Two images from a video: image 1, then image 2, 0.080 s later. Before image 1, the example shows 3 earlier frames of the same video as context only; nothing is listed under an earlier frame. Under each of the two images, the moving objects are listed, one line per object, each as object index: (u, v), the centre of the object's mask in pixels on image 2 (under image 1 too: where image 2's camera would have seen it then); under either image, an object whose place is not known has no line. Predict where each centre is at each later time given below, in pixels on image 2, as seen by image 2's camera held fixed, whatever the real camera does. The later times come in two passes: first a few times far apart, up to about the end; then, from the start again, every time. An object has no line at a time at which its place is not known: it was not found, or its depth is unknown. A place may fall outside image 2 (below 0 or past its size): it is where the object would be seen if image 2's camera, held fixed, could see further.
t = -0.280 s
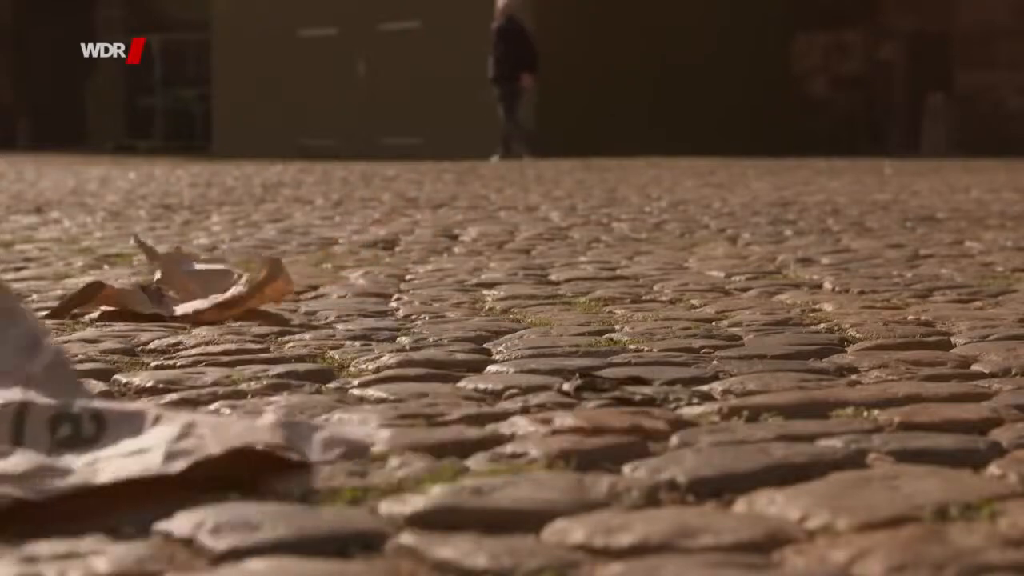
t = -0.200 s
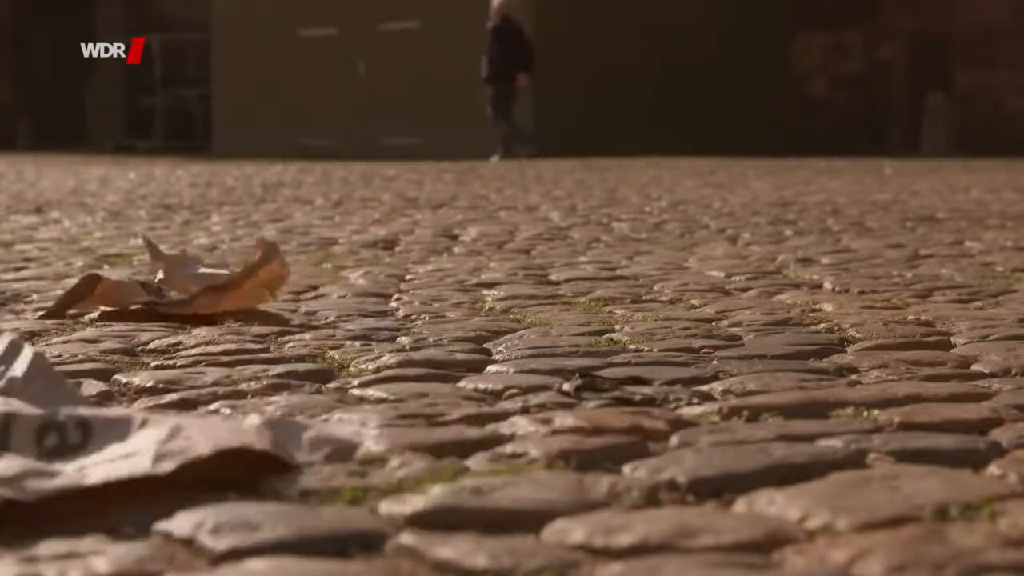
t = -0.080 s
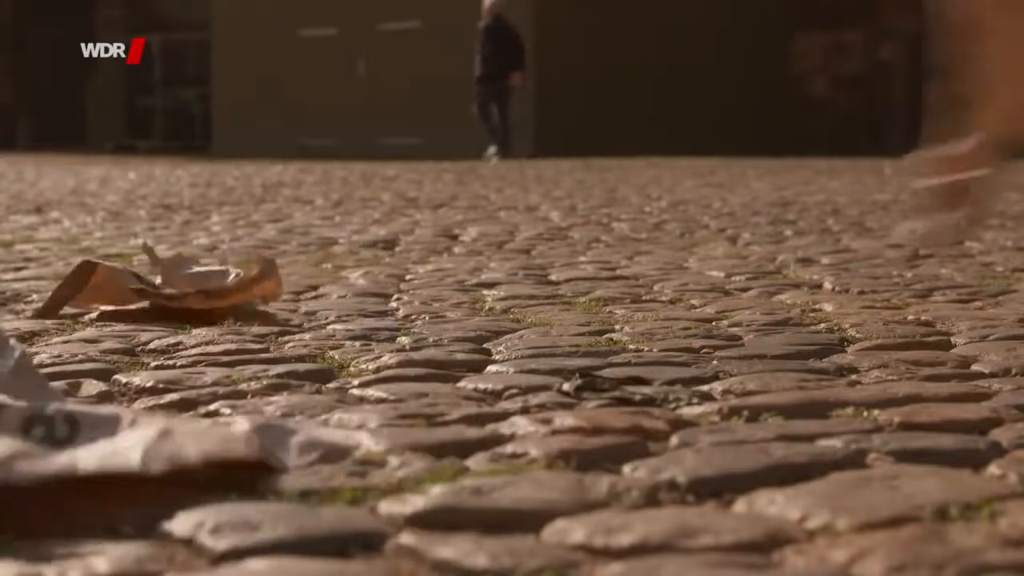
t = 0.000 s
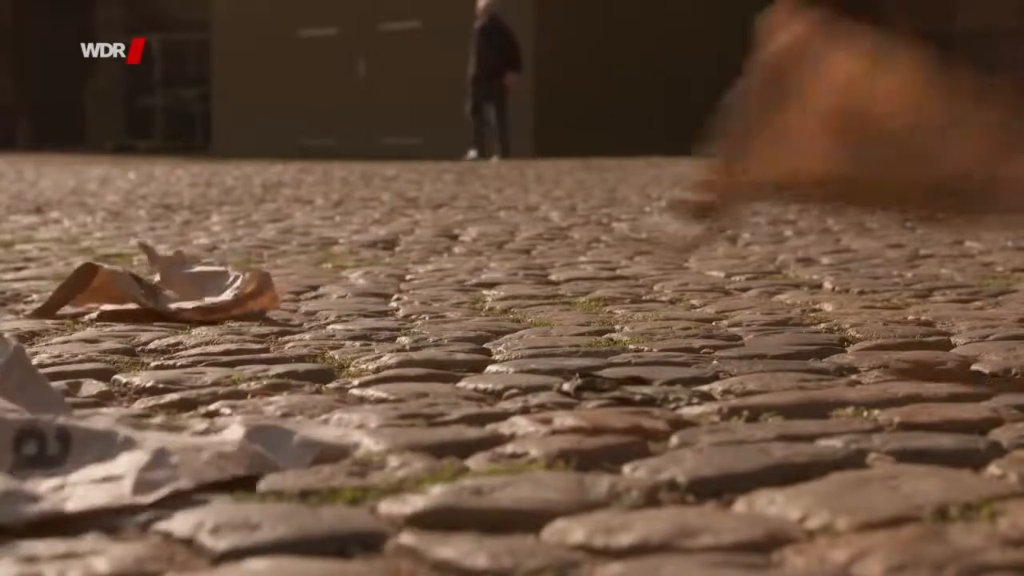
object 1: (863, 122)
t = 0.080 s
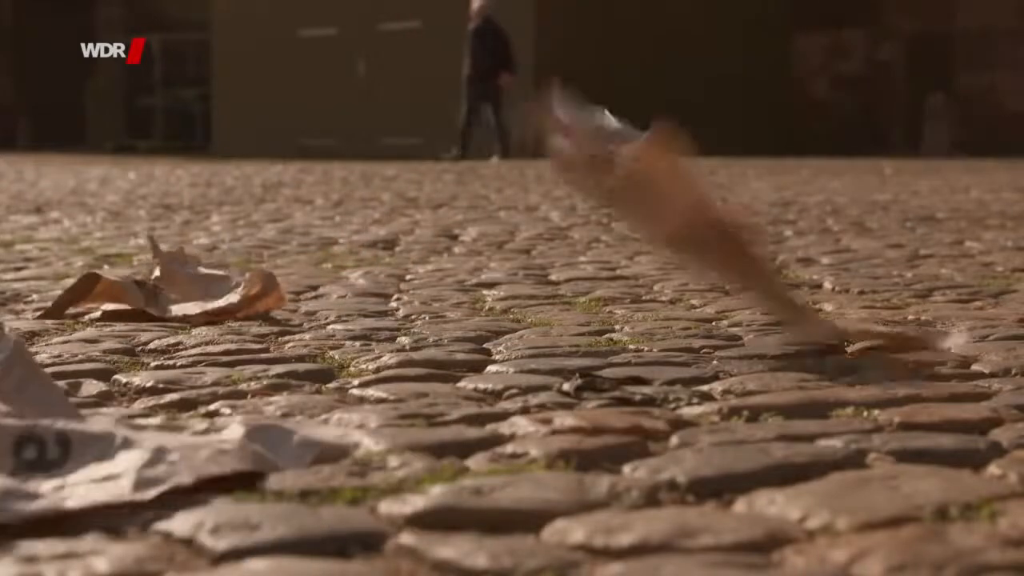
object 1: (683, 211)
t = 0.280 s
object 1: (545, 264)
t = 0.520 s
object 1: (399, 264)
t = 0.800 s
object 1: (351, 242)
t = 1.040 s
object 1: (293, 251)
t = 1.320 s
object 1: (265, 271)
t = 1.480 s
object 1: (266, 272)
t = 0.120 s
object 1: (634, 222)
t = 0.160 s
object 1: (573, 224)
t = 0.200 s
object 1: (560, 245)
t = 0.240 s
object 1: (554, 266)
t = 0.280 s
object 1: (545, 264)
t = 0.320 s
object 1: (516, 251)
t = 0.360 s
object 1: (487, 240)
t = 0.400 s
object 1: (457, 237)
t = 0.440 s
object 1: (417, 240)
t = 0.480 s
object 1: (391, 250)
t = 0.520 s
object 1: (399, 264)
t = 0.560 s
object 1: (402, 272)
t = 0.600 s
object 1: (396, 274)
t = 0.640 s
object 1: (392, 268)
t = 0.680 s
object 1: (378, 264)
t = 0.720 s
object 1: (365, 259)
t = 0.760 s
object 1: (358, 249)
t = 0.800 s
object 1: (351, 242)
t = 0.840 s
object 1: (341, 246)
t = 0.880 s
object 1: (331, 246)
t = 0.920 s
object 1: (319, 241)
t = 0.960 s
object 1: (308, 241)
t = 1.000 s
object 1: (296, 243)
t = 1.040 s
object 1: (293, 251)
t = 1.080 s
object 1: (288, 259)
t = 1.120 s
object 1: (281, 268)
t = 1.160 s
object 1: (268, 270)
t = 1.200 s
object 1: (263, 269)
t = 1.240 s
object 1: (263, 269)
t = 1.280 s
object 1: (263, 270)
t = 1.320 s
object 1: (265, 271)
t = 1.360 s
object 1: (265, 271)
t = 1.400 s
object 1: (267, 271)
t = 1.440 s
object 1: (267, 271)
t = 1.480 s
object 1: (266, 272)
